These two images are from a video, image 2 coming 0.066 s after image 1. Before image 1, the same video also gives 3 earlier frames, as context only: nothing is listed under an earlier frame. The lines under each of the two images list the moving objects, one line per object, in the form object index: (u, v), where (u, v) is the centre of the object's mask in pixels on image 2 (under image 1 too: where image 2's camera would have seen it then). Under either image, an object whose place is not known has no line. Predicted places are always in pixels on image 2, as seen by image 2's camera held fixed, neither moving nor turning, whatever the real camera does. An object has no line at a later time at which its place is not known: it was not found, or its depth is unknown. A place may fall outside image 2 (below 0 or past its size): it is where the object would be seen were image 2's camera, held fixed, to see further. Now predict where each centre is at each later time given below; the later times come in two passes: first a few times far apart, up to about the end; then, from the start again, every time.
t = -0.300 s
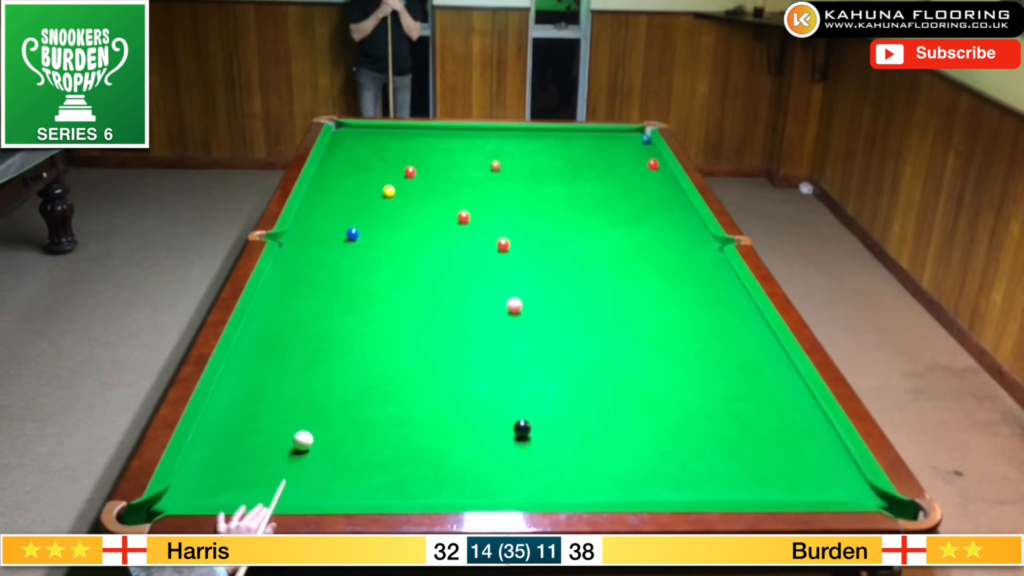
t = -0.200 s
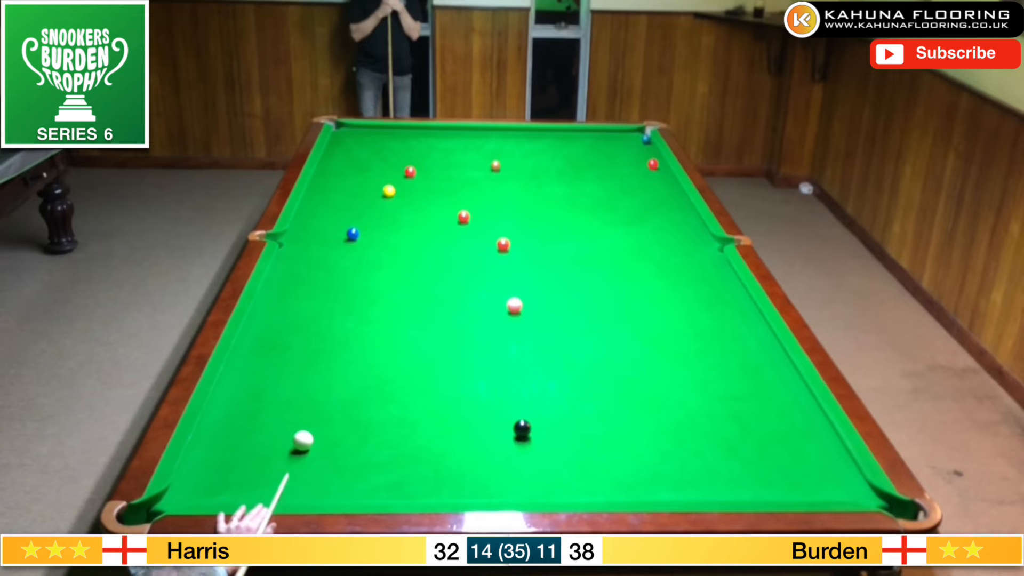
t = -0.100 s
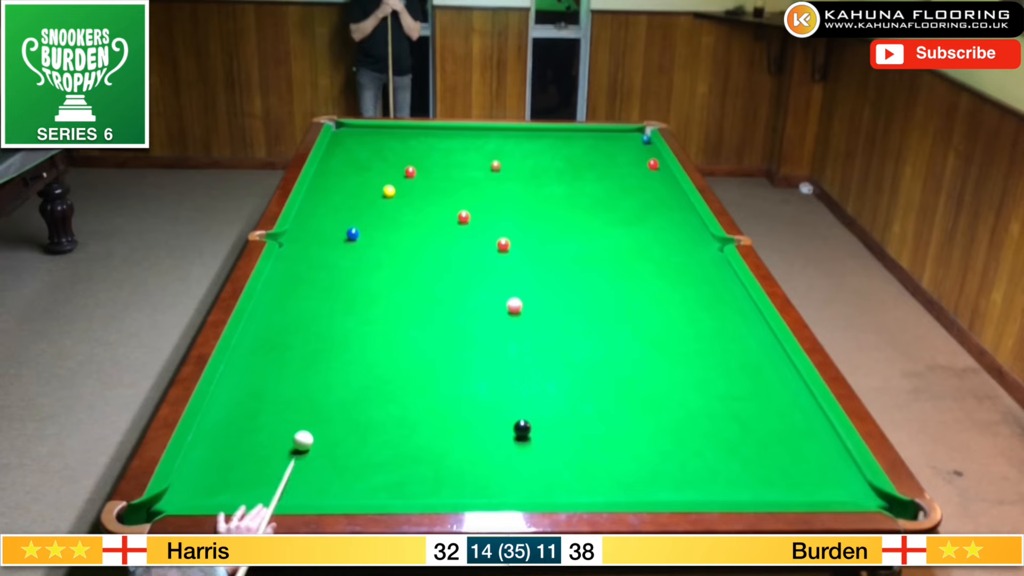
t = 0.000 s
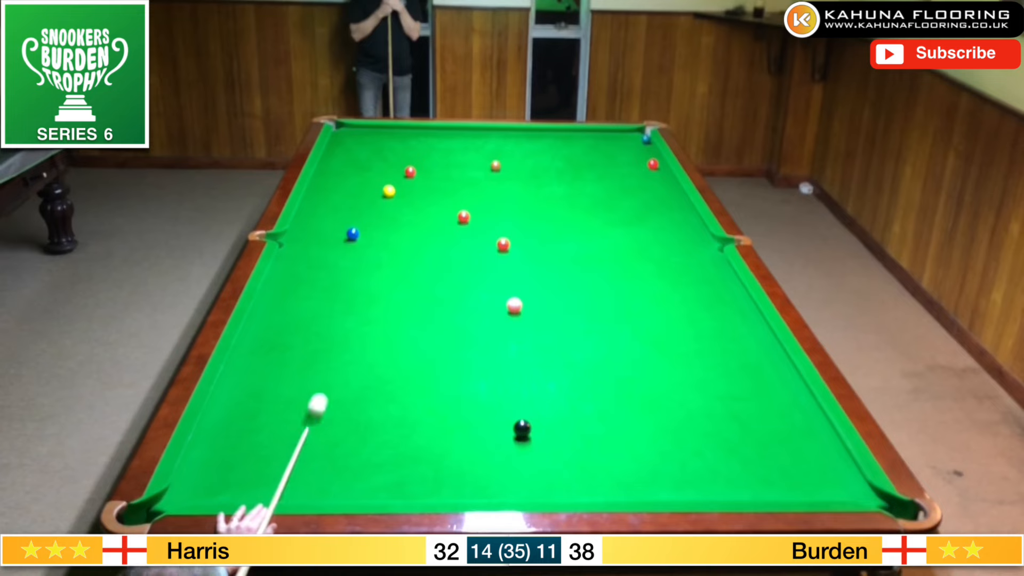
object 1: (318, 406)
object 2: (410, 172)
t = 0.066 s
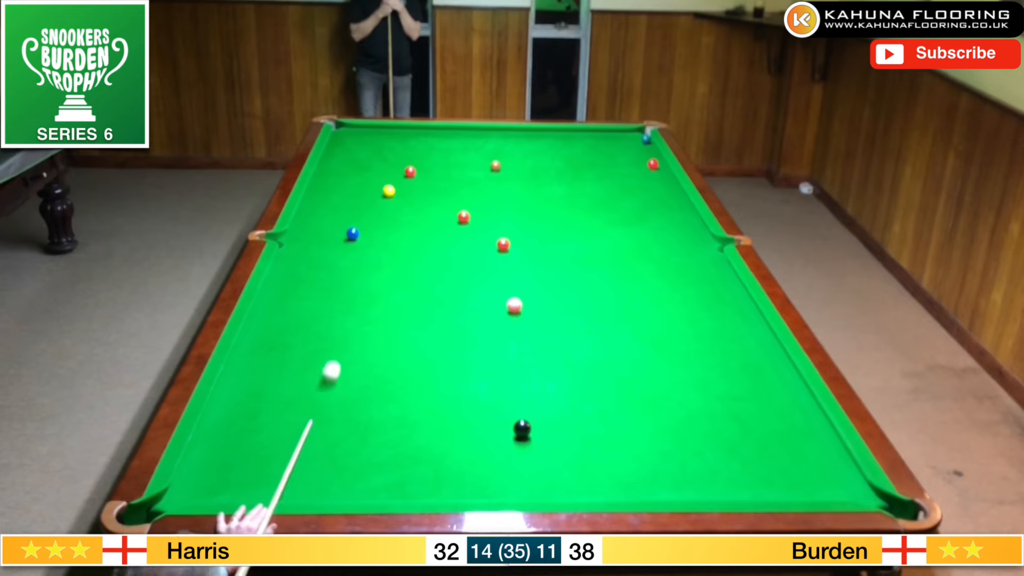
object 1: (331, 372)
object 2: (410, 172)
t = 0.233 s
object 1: (358, 309)
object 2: (410, 172)
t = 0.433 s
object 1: (378, 257)
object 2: (410, 172)
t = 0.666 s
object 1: (397, 211)
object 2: (410, 172)
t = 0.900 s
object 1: (412, 175)
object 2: (409, 168)
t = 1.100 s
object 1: (433, 170)
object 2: (401, 151)
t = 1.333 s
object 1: (454, 161)
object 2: (393, 135)
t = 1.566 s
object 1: (473, 153)
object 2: (385, 131)
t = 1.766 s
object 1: (488, 147)
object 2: (378, 140)
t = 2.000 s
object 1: (505, 140)
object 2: (369, 149)
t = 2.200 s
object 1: (517, 135)
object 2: (361, 157)
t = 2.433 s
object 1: (531, 129)
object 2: (352, 168)
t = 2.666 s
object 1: (542, 132)
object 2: (343, 178)
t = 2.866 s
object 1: (551, 135)
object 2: (335, 186)
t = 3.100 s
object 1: (560, 138)
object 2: (326, 197)
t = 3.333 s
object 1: (569, 140)
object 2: (317, 208)
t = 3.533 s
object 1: (576, 143)
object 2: (309, 217)
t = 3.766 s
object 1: (583, 145)
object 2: (300, 227)
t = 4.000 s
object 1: (589, 147)
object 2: (290, 239)
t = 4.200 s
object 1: (594, 149)
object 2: (288, 246)
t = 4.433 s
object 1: (599, 150)
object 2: (302, 250)
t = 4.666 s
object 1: (603, 151)
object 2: (316, 253)
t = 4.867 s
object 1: (606, 152)
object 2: (327, 256)
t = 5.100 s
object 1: (609, 153)
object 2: (338, 259)
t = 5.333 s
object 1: (610, 153)
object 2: (349, 262)
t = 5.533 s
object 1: (611, 154)
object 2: (357, 264)
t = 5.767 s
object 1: (611, 153)
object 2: (365, 265)
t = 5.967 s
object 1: (611, 153)
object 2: (371, 267)
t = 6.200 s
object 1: (611, 153)
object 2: (376, 268)
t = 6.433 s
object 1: (611, 153)
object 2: (381, 269)
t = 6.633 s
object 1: (611, 153)
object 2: (383, 269)
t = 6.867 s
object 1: (610, 153)
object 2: (384, 270)
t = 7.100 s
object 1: (611, 153)
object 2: (385, 270)
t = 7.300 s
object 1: (611, 153)
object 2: (385, 270)
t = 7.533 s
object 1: (610, 154)
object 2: (385, 270)
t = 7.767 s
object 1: (611, 153)
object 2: (385, 270)
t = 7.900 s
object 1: (610, 153)
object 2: (385, 270)
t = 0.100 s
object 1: (337, 357)
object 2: (410, 172)
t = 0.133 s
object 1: (343, 343)
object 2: (410, 172)
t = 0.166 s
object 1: (348, 331)
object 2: (410, 172)
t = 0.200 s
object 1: (353, 319)
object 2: (410, 172)
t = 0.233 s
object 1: (358, 309)
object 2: (410, 172)
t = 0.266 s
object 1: (362, 299)
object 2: (410, 172)
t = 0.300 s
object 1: (366, 290)
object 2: (410, 172)
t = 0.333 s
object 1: (369, 281)
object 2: (410, 172)
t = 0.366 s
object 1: (372, 273)
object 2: (410, 172)
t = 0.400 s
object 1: (375, 265)
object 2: (410, 172)
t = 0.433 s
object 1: (378, 257)
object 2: (410, 172)
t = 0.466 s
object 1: (382, 250)
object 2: (410, 172)
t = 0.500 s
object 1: (384, 243)
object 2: (410, 172)
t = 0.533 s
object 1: (387, 236)
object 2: (410, 172)
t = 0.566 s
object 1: (390, 230)
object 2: (410, 172)
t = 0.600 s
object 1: (392, 223)
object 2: (410, 172)
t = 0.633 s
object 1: (395, 217)
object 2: (410, 172)
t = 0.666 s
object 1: (397, 211)
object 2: (410, 172)
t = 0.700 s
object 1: (399, 206)
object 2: (410, 172)
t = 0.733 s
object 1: (402, 200)
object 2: (410, 172)
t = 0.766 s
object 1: (404, 195)
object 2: (410, 172)
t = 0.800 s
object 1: (406, 189)
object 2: (410, 172)
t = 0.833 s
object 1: (408, 184)
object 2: (410, 172)
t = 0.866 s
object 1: (410, 180)
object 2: (410, 170)
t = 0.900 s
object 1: (412, 175)
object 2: (409, 168)
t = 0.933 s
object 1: (415, 174)
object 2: (407, 167)
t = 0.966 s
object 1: (419, 174)
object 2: (407, 164)
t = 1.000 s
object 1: (423, 173)
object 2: (405, 161)
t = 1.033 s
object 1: (426, 172)
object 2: (403, 158)
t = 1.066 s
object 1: (430, 171)
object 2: (402, 154)
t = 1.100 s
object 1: (433, 170)
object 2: (401, 151)
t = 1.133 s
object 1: (436, 169)
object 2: (399, 149)
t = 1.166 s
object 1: (439, 168)
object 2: (399, 146)
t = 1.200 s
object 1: (442, 166)
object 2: (397, 144)
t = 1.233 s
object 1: (445, 165)
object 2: (396, 142)
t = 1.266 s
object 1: (448, 164)
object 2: (395, 139)
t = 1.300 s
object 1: (451, 162)
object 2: (394, 137)
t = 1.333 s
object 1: (454, 161)
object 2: (393, 135)
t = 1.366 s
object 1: (457, 160)
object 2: (392, 133)
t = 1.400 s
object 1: (460, 159)
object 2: (391, 131)
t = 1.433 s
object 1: (462, 158)
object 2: (390, 128)
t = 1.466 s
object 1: (465, 156)
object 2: (389, 127)
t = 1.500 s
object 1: (468, 155)
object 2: (388, 128)
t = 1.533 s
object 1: (471, 154)
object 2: (387, 130)
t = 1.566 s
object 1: (473, 153)
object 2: (385, 131)
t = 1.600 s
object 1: (476, 152)
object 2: (384, 133)
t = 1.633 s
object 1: (478, 151)
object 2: (383, 134)
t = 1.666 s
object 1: (481, 150)
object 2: (382, 135)
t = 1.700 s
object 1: (483, 149)
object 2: (380, 137)
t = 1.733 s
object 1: (486, 148)
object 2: (379, 138)
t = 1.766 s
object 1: (488, 147)
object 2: (378, 140)
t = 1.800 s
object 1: (491, 145)
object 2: (376, 141)
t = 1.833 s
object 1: (493, 144)
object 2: (375, 142)
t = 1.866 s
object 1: (496, 144)
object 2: (374, 144)
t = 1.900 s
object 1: (498, 143)
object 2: (373, 145)
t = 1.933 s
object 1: (500, 142)
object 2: (371, 146)
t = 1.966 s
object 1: (502, 141)
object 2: (370, 148)
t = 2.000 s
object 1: (505, 140)
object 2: (369, 149)
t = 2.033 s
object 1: (507, 139)
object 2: (367, 150)
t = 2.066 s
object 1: (509, 138)
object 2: (366, 152)
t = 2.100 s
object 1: (511, 137)
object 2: (365, 153)
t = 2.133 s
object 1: (513, 136)
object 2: (363, 155)
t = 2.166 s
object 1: (515, 136)
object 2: (362, 156)
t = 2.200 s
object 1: (517, 135)
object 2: (361, 157)
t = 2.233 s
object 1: (519, 134)
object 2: (360, 159)
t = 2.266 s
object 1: (521, 133)
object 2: (358, 160)
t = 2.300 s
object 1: (523, 132)
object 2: (357, 162)
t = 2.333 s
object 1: (525, 131)
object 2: (356, 163)
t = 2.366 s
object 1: (527, 130)
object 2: (355, 165)
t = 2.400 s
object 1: (529, 129)
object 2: (353, 166)
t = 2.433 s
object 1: (531, 129)
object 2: (352, 168)
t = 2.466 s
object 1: (533, 129)
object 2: (351, 169)
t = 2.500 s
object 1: (534, 129)
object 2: (350, 171)
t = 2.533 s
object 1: (536, 130)
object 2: (348, 172)
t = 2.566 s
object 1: (537, 130)
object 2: (347, 173)
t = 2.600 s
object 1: (539, 131)
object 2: (346, 175)
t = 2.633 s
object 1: (540, 131)
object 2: (344, 176)
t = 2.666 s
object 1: (542, 132)
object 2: (343, 178)
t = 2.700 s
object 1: (543, 132)
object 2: (342, 179)
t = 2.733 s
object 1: (545, 133)
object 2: (340, 181)
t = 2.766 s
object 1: (546, 133)
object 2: (339, 182)
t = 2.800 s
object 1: (548, 134)
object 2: (338, 184)
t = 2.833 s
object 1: (549, 134)
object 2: (336, 185)
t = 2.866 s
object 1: (551, 135)
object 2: (335, 186)
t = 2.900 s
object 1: (552, 135)
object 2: (334, 188)
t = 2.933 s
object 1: (553, 135)
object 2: (333, 189)
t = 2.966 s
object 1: (555, 136)
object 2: (331, 191)
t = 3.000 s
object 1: (556, 136)
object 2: (330, 192)
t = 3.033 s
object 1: (557, 137)
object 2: (329, 194)
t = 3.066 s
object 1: (559, 137)
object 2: (327, 195)
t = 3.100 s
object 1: (560, 138)
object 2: (326, 197)
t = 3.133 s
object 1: (561, 138)
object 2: (325, 198)
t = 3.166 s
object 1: (563, 138)
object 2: (323, 200)
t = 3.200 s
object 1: (564, 139)
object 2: (322, 202)
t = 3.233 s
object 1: (565, 139)
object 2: (321, 203)
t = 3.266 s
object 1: (566, 140)
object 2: (319, 205)
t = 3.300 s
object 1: (568, 140)
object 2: (318, 206)
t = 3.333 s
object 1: (569, 140)
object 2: (317, 208)
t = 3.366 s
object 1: (570, 141)
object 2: (315, 209)
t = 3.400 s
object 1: (571, 141)
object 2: (314, 211)
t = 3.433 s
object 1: (573, 141)
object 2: (313, 212)
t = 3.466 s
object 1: (574, 142)
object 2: (311, 214)
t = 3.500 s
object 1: (575, 142)
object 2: (310, 215)
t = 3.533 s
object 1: (576, 143)
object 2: (309, 217)
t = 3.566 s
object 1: (577, 143)
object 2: (307, 218)
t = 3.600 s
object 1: (578, 143)
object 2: (306, 220)
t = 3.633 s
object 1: (579, 144)
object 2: (305, 221)
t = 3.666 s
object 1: (580, 144)
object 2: (303, 223)
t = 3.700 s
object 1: (581, 144)
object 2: (302, 225)
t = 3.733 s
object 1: (582, 145)
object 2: (301, 226)
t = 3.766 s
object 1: (583, 145)
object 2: (300, 227)
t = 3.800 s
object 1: (584, 145)
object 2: (298, 229)
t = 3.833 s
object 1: (585, 145)
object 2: (297, 231)
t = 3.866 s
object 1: (586, 146)
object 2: (295, 232)
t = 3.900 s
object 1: (587, 146)
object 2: (294, 234)
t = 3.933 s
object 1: (587, 146)
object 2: (292, 236)
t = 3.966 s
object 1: (589, 147)
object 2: (291, 237)
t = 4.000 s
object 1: (589, 147)
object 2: (290, 239)
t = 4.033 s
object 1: (590, 147)
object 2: (288, 240)
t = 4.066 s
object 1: (591, 148)
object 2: (287, 242)
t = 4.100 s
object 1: (592, 148)
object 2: (285, 243)
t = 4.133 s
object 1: (593, 148)
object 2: (284, 245)
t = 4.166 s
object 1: (594, 148)
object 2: (285, 246)
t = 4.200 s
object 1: (594, 149)
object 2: (288, 246)
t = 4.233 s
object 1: (595, 149)
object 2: (290, 247)
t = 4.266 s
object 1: (596, 149)
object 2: (292, 247)
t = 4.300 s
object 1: (596, 149)
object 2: (294, 248)
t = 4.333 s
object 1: (597, 149)
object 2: (296, 248)
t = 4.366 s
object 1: (598, 149)
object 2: (298, 249)
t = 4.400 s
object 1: (599, 150)
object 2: (300, 249)
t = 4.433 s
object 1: (599, 150)
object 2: (302, 250)
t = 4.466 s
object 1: (600, 150)
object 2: (304, 250)
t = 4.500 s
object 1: (601, 150)
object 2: (306, 251)
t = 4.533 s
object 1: (601, 150)
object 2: (308, 251)
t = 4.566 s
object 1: (602, 151)
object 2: (310, 252)
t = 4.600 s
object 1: (602, 151)
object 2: (312, 252)
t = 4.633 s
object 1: (603, 151)
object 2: (314, 253)
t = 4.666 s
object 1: (603, 151)
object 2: (316, 253)
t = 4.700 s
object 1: (604, 151)
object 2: (318, 254)
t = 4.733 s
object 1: (604, 151)
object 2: (319, 254)
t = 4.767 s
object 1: (605, 152)
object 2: (321, 255)
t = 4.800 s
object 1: (606, 152)
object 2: (323, 255)
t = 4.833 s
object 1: (606, 152)
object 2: (325, 256)
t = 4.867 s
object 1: (606, 152)
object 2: (327, 256)
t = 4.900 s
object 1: (607, 152)
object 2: (328, 257)
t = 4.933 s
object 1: (607, 152)
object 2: (330, 257)
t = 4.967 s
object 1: (608, 152)
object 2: (332, 258)
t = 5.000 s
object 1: (608, 153)
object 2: (333, 258)
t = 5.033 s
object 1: (608, 153)
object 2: (335, 258)
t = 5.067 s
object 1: (609, 153)
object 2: (337, 259)
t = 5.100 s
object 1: (609, 153)
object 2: (338, 259)
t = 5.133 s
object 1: (609, 153)
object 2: (340, 259)
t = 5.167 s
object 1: (610, 153)
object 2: (342, 260)
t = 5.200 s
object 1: (610, 153)
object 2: (343, 260)
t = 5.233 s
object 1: (610, 153)
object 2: (345, 261)
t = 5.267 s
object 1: (610, 153)
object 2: (346, 261)
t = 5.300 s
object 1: (610, 153)
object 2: (348, 261)
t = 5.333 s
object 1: (610, 153)
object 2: (349, 262)
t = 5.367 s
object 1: (610, 153)
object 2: (351, 262)
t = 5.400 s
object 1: (611, 153)
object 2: (352, 262)
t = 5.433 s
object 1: (611, 154)
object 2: (353, 263)
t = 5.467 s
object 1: (611, 154)
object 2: (354, 263)
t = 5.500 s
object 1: (611, 154)
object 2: (356, 263)
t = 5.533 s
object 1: (611, 154)
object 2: (357, 264)
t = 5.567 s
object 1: (611, 154)
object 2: (358, 264)
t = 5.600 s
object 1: (611, 154)
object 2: (359, 264)
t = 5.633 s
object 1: (611, 154)
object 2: (361, 264)
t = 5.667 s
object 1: (611, 154)
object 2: (362, 265)
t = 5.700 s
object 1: (611, 153)
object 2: (363, 265)
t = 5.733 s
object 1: (611, 153)
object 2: (364, 265)
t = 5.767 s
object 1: (611, 153)
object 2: (365, 265)
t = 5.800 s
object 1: (611, 153)
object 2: (366, 266)
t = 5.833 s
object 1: (611, 153)
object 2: (367, 266)
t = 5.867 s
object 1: (611, 153)
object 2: (368, 266)
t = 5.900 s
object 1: (611, 153)
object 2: (369, 266)
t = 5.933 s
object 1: (611, 153)
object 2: (370, 267)
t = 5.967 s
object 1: (611, 153)
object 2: (371, 267)
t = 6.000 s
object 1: (611, 153)
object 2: (372, 267)
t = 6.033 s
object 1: (611, 153)
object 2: (373, 267)
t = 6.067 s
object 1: (611, 153)
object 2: (373, 268)
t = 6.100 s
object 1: (611, 153)
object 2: (374, 268)
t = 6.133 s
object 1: (611, 153)
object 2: (375, 268)
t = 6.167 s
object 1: (611, 153)
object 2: (376, 268)
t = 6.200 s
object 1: (611, 153)
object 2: (376, 268)
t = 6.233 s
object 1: (611, 153)
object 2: (377, 268)
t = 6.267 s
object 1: (611, 153)
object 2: (378, 269)
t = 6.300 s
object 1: (611, 153)
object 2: (378, 269)
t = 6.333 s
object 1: (611, 153)
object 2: (379, 268)
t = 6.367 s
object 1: (611, 153)
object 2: (379, 269)
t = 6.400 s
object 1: (611, 153)
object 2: (380, 269)
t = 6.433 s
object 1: (611, 153)
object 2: (381, 269)
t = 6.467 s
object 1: (611, 153)
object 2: (381, 269)
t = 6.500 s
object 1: (610, 153)
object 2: (382, 269)
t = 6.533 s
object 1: (611, 153)
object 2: (382, 269)
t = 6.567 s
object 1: (610, 153)
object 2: (382, 269)
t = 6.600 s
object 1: (610, 153)
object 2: (383, 269)
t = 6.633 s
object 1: (611, 153)
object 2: (383, 269)
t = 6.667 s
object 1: (611, 153)
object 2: (383, 269)
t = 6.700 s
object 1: (611, 154)
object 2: (384, 269)
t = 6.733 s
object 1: (610, 154)
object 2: (384, 269)
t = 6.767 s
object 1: (611, 153)
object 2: (384, 270)
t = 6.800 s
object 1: (611, 153)
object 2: (384, 270)
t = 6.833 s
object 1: (610, 153)
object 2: (384, 270)
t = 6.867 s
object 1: (610, 153)
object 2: (384, 270)
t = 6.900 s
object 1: (611, 153)
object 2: (385, 270)
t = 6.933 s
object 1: (610, 154)
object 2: (385, 270)
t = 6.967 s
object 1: (610, 154)
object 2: (385, 270)
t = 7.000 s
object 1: (611, 153)
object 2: (385, 270)
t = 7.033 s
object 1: (610, 153)
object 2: (385, 270)
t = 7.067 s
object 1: (610, 154)
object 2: (385, 270)
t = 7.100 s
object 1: (611, 153)
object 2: (385, 270)
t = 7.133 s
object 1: (611, 153)
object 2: (385, 270)
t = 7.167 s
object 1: (611, 153)
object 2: (385, 270)
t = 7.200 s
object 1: (611, 154)
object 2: (385, 270)
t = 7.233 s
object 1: (611, 153)
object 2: (385, 270)
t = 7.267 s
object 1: (610, 153)
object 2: (385, 270)
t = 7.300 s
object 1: (611, 153)
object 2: (385, 270)
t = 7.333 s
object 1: (610, 153)
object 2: (385, 270)
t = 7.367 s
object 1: (610, 154)
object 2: (385, 270)
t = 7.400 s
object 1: (610, 154)
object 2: (385, 270)
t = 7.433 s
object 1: (610, 154)
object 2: (385, 270)
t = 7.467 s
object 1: (610, 154)
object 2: (385, 270)
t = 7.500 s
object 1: (611, 154)
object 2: (385, 270)
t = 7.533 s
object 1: (610, 154)
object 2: (385, 270)
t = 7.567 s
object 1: (611, 154)
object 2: (385, 270)
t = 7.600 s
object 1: (611, 153)
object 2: (385, 270)
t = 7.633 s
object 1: (611, 153)
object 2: (385, 270)
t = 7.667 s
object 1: (611, 154)
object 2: (385, 270)
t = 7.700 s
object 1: (611, 153)
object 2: (385, 270)
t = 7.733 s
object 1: (611, 153)
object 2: (385, 270)
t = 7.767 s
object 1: (611, 153)
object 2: (385, 270)
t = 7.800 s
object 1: (611, 153)
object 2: (385, 270)
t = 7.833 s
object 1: (611, 153)
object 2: (385, 270)
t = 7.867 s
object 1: (610, 153)
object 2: (385, 270)
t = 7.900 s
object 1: (610, 153)
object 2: (385, 270)
